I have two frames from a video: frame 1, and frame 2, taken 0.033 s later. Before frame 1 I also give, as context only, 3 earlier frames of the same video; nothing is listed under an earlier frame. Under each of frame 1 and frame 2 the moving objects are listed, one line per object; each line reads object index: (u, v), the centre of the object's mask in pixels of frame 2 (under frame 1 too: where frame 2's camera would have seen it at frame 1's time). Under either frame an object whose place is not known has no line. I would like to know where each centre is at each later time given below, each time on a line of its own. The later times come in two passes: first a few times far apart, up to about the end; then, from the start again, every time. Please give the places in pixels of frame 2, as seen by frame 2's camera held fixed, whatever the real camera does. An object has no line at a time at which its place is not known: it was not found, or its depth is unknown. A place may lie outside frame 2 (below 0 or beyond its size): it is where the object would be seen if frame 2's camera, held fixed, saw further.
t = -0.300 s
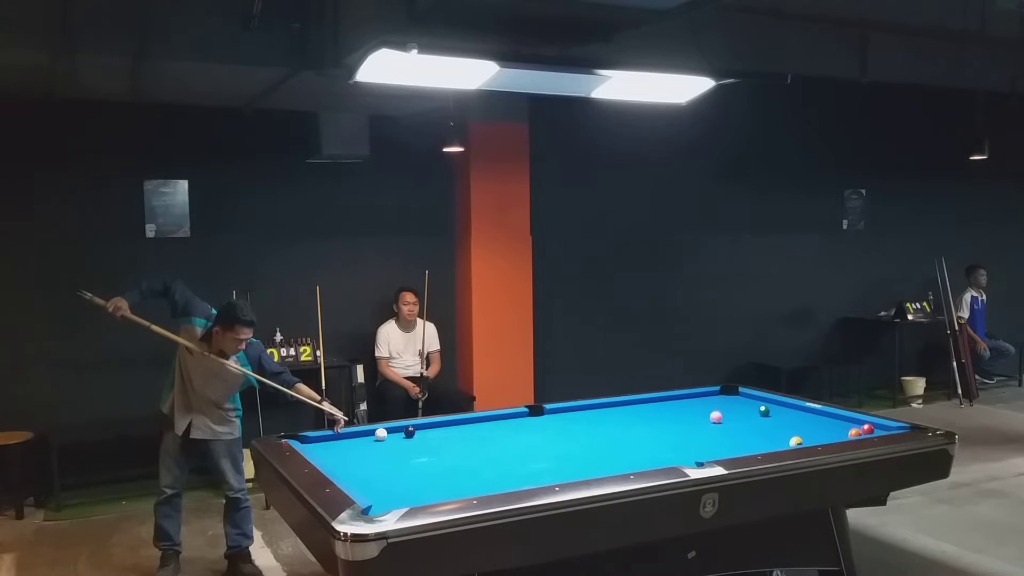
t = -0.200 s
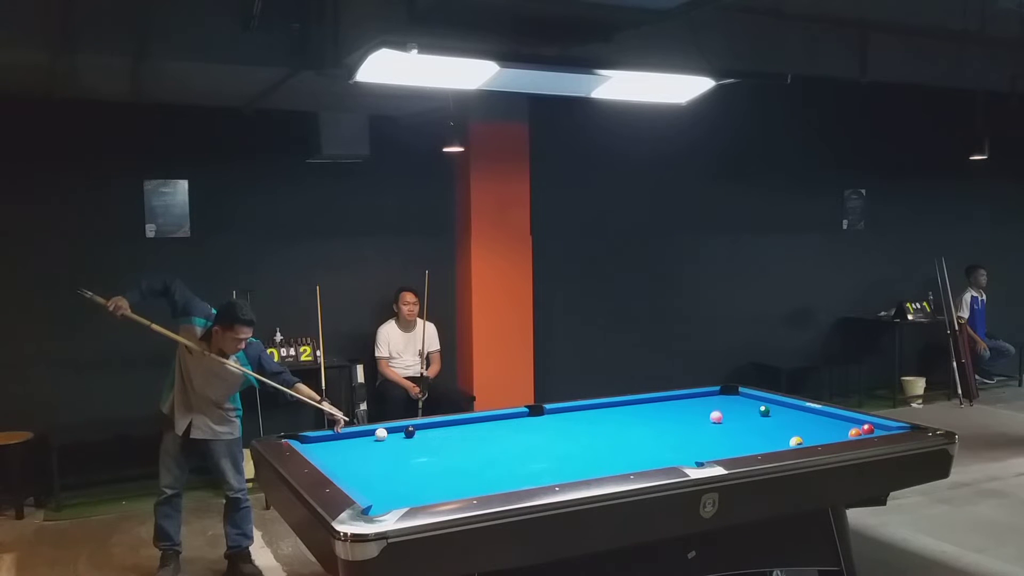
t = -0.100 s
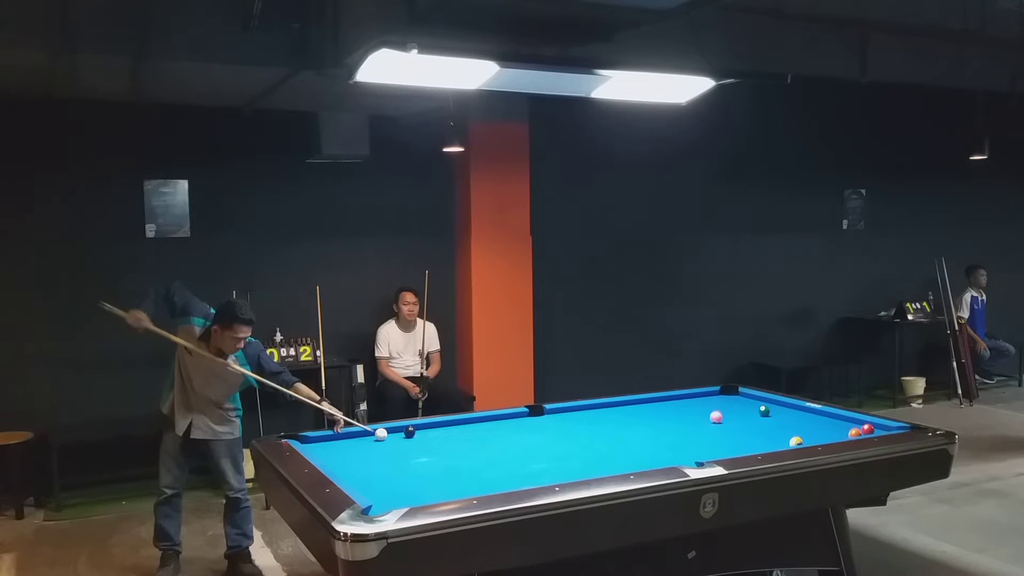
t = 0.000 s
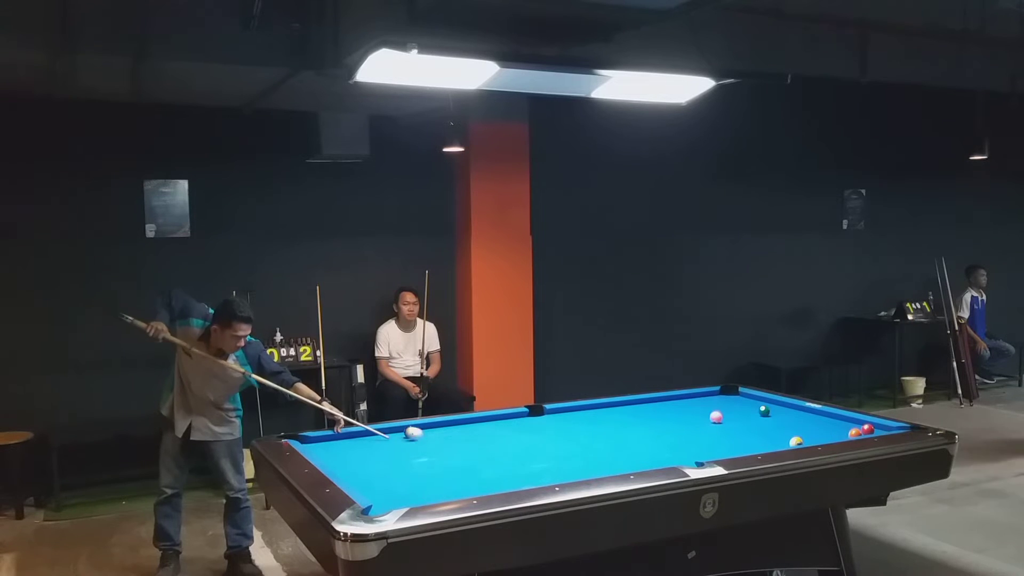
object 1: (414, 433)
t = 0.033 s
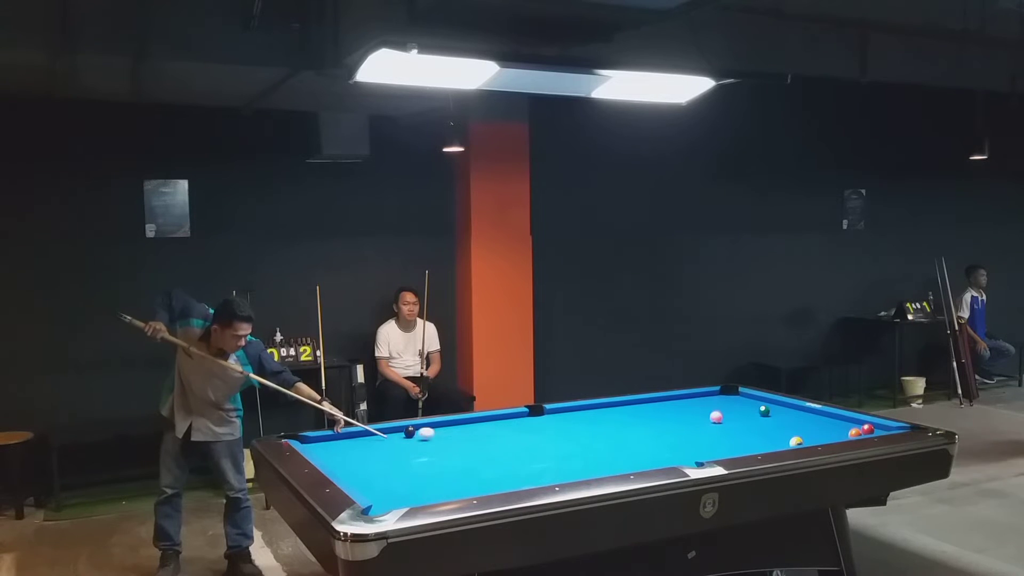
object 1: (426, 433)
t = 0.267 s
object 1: (495, 433)
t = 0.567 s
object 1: (566, 431)
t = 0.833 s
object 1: (626, 429)
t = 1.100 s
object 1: (685, 428)
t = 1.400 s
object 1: (749, 426)
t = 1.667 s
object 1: (804, 425)
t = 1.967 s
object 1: (863, 423)
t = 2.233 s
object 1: (854, 425)
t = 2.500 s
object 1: (835, 429)
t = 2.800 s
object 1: (814, 432)
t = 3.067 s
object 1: (795, 433)
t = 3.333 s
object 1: (778, 437)
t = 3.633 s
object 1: (759, 440)
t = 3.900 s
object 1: (743, 442)
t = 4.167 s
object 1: (729, 444)
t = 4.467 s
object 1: (713, 446)
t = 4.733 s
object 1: (699, 447)
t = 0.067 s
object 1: (437, 434)
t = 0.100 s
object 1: (448, 434)
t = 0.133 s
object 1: (459, 434)
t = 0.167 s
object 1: (469, 434)
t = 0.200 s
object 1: (478, 433)
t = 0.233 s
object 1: (487, 433)
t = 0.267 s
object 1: (495, 433)
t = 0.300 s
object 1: (503, 433)
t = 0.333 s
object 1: (511, 433)
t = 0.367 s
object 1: (519, 432)
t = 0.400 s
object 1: (527, 432)
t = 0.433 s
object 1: (535, 432)
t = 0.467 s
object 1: (543, 431)
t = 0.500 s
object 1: (550, 431)
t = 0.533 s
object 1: (558, 431)
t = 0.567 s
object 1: (566, 431)
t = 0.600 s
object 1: (573, 431)
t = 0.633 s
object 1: (581, 431)
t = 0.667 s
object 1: (589, 430)
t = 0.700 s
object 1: (596, 430)
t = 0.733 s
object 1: (604, 430)
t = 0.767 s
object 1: (611, 430)
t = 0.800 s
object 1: (619, 430)
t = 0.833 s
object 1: (626, 429)
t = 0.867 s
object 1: (634, 429)
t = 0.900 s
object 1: (641, 429)
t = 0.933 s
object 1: (649, 429)
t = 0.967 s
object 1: (656, 429)
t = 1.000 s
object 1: (663, 429)
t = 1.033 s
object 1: (671, 428)
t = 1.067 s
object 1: (678, 428)
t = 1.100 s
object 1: (685, 428)
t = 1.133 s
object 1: (693, 428)
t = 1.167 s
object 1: (700, 428)
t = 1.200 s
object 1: (707, 427)
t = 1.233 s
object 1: (714, 428)
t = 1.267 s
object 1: (721, 427)
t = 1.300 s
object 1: (728, 427)
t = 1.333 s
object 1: (735, 427)
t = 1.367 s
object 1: (742, 426)
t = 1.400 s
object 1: (749, 426)
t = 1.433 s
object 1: (756, 426)
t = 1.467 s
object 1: (763, 426)
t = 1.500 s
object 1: (770, 426)
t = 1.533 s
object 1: (777, 426)
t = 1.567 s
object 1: (784, 426)
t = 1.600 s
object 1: (791, 426)
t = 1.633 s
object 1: (797, 426)
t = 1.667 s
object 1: (804, 425)
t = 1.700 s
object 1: (812, 426)
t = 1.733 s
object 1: (818, 425)
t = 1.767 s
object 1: (825, 425)
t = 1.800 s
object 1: (831, 425)
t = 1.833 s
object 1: (838, 425)
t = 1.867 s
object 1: (845, 425)
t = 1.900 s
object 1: (850, 424)
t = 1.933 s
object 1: (857, 423)
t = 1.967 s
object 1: (863, 423)
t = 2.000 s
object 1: (871, 422)
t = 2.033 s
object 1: (872, 423)
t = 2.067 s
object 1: (867, 422)
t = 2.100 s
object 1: (864, 423)
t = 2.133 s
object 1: (861, 424)
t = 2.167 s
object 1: (859, 424)
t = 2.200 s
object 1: (857, 425)
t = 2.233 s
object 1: (854, 425)
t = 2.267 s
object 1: (851, 425)
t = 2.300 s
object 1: (849, 426)
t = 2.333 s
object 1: (847, 427)
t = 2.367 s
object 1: (844, 428)
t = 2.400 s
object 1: (842, 428)
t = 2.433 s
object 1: (840, 429)
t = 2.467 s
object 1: (838, 429)
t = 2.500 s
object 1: (835, 429)
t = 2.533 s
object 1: (833, 429)
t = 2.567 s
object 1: (830, 430)
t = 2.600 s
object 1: (828, 430)
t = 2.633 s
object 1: (825, 430)
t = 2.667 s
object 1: (823, 431)
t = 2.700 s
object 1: (821, 431)
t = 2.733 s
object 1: (819, 432)
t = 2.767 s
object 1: (816, 432)
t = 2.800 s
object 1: (814, 432)
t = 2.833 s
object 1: (812, 433)
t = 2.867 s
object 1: (809, 433)
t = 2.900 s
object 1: (807, 433)
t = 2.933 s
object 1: (805, 433)
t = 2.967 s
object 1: (802, 433)
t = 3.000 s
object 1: (800, 433)
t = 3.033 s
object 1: (798, 433)
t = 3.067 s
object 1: (795, 433)
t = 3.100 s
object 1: (793, 433)
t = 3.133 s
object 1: (790, 434)
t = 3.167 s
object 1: (788, 435)
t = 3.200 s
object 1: (786, 435)
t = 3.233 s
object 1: (784, 436)
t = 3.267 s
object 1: (782, 436)
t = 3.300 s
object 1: (780, 436)
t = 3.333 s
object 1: (778, 437)
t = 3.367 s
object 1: (776, 437)
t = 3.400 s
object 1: (774, 437)
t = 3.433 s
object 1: (772, 438)
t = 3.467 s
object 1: (770, 438)
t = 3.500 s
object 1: (768, 438)
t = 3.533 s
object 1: (766, 439)
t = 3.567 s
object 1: (763, 439)
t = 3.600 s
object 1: (761, 439)
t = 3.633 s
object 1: (759, 440)
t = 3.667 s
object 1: (757, 440)
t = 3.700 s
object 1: (755, 440)
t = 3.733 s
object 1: (754, 441)
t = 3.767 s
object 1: (751, 440)
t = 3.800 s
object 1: (749, 441)
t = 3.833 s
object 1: (747, 441)
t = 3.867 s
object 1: (746, 441)
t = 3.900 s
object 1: (743, 442)
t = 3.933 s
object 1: (742, 442)
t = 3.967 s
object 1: (740, 442)
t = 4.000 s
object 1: (738, 442)
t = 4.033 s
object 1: (736, 442)
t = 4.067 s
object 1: (734, 443)
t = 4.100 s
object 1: (732, 443)
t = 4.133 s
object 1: (730, 443)
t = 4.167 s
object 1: (729, 444)
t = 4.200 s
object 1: (727, 444)
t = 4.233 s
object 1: (725, 444)
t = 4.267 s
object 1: (723, 444)
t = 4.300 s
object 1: (721, 444)
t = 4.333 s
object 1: (720, 445)
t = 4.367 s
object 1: (718, 445)
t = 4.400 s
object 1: (716, 445)
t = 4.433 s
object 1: (714, 445)
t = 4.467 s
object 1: (713, 446)
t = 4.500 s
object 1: (711, 446)
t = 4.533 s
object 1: (709, 446)
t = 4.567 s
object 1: (708, 446)
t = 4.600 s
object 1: (706, 446)
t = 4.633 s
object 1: (704, 447)
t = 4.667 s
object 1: (703, 447)
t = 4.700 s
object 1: (701, 447)
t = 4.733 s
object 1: (699, 447)
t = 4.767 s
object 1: (698, 447)
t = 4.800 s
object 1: (696, 448)
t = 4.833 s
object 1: (695, 448)
